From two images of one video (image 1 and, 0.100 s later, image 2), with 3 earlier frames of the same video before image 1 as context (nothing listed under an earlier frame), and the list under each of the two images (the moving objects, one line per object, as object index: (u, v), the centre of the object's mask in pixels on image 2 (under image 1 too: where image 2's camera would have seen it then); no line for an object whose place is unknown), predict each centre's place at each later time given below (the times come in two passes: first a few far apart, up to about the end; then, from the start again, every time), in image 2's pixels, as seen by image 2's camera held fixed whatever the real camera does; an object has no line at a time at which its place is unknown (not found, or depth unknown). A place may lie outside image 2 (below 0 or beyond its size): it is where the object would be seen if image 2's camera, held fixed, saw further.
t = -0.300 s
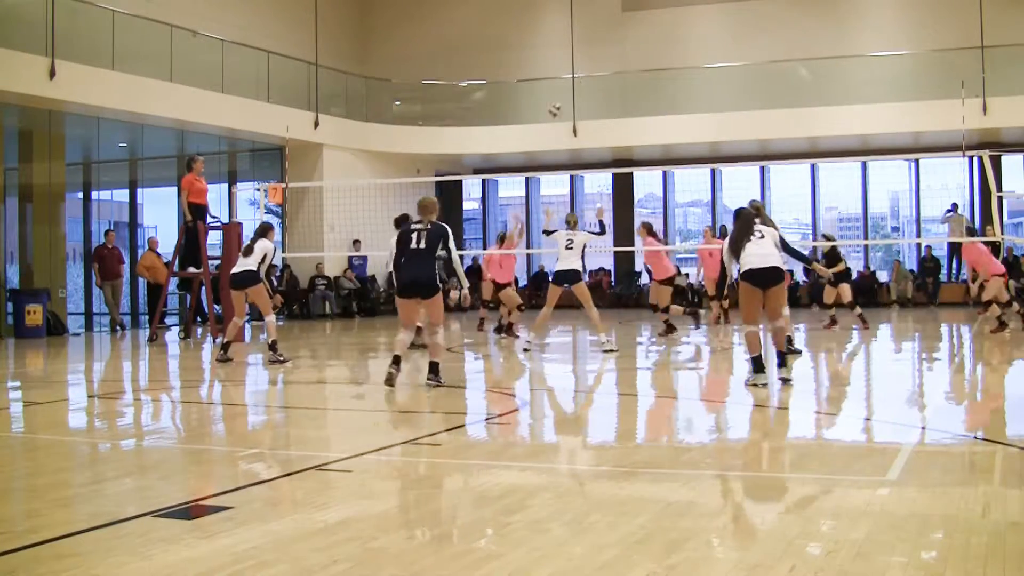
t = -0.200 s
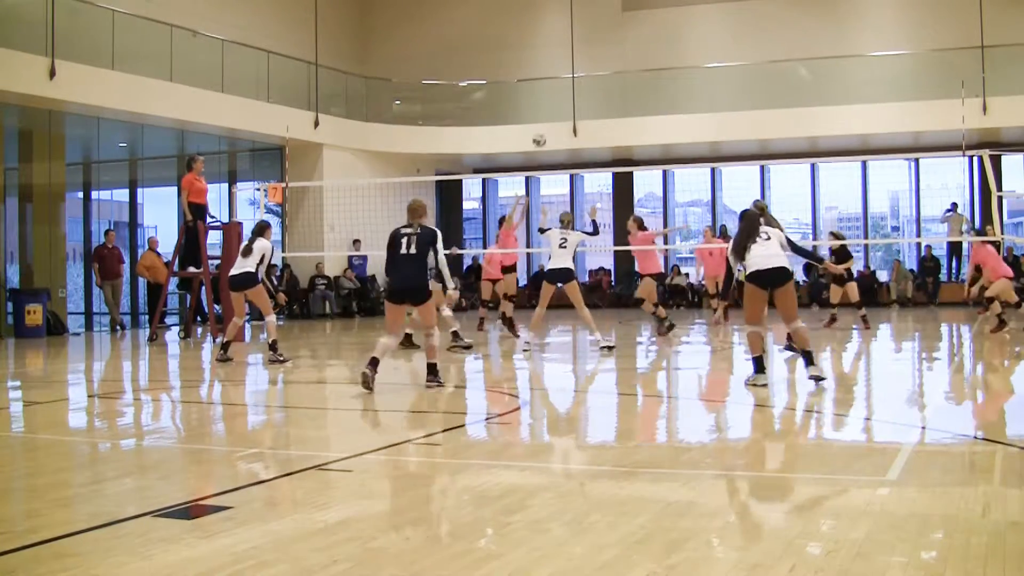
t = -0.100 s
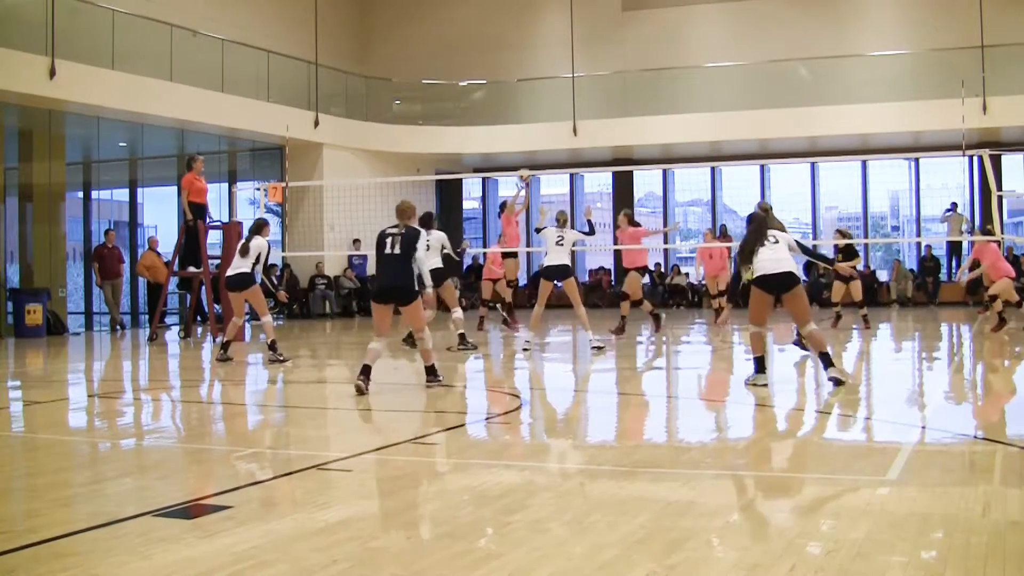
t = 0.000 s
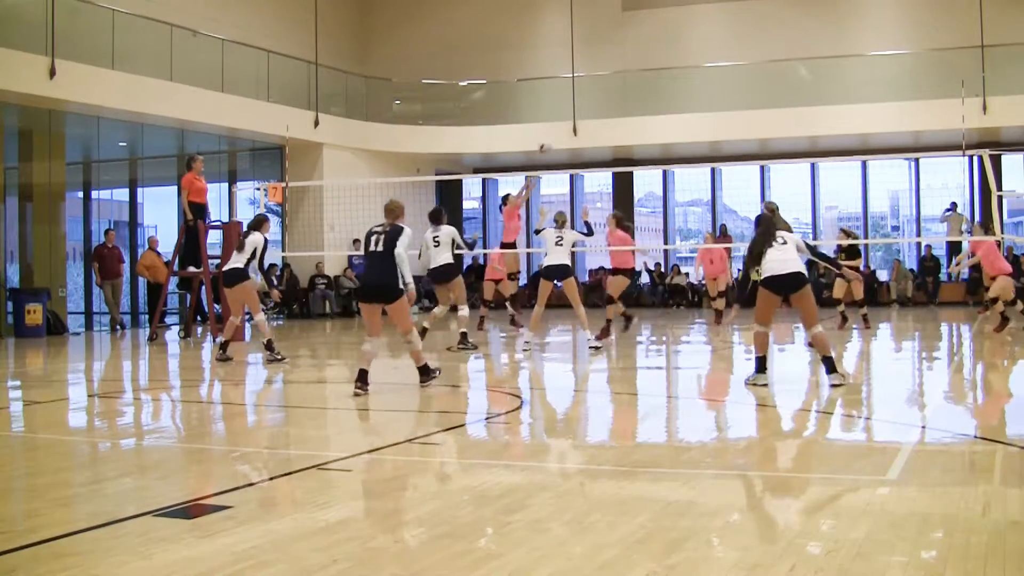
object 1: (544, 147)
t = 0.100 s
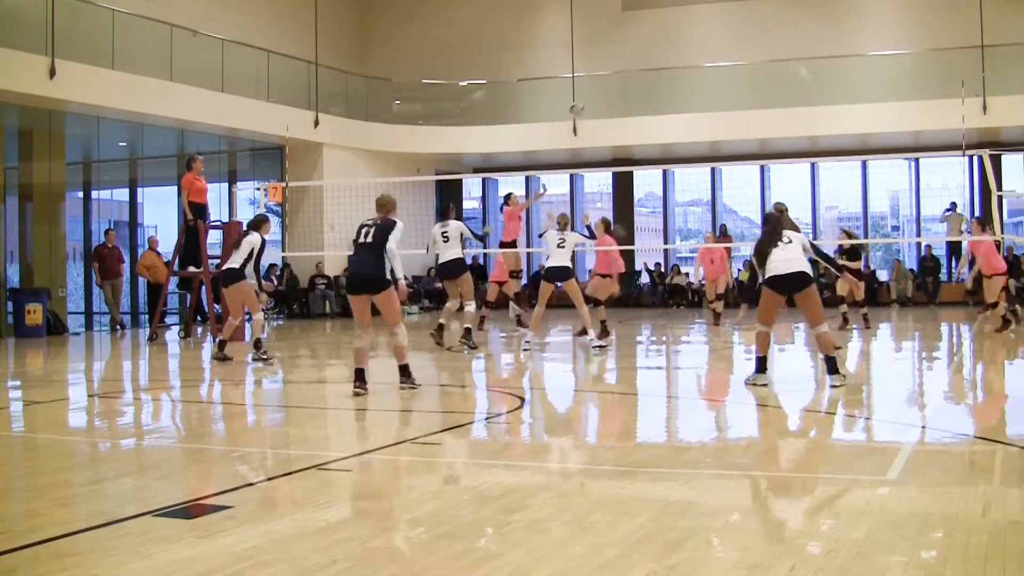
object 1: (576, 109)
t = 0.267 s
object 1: (630, 60)
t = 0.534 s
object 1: (716, 18)
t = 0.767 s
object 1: (797, 26)
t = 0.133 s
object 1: (586, 96)
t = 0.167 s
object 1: (598, 87)
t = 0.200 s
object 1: (609, 76)
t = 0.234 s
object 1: (619, 69)
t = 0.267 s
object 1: (630, 60)
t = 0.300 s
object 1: (641, 50)
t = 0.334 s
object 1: (651, 44)
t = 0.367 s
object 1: (661, 37)
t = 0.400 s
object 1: (674, 31)
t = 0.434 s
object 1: (684, 27)
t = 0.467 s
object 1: (695, 23)
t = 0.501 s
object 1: (706, 20)
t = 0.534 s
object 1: (716, 18)
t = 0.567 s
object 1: (728, 16)
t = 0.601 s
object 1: (740, 15)
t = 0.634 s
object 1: (751, 16)
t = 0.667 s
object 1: (761, 16)
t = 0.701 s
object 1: (774, 18)
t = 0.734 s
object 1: (786, 21)
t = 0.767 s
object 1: (797, 26)
